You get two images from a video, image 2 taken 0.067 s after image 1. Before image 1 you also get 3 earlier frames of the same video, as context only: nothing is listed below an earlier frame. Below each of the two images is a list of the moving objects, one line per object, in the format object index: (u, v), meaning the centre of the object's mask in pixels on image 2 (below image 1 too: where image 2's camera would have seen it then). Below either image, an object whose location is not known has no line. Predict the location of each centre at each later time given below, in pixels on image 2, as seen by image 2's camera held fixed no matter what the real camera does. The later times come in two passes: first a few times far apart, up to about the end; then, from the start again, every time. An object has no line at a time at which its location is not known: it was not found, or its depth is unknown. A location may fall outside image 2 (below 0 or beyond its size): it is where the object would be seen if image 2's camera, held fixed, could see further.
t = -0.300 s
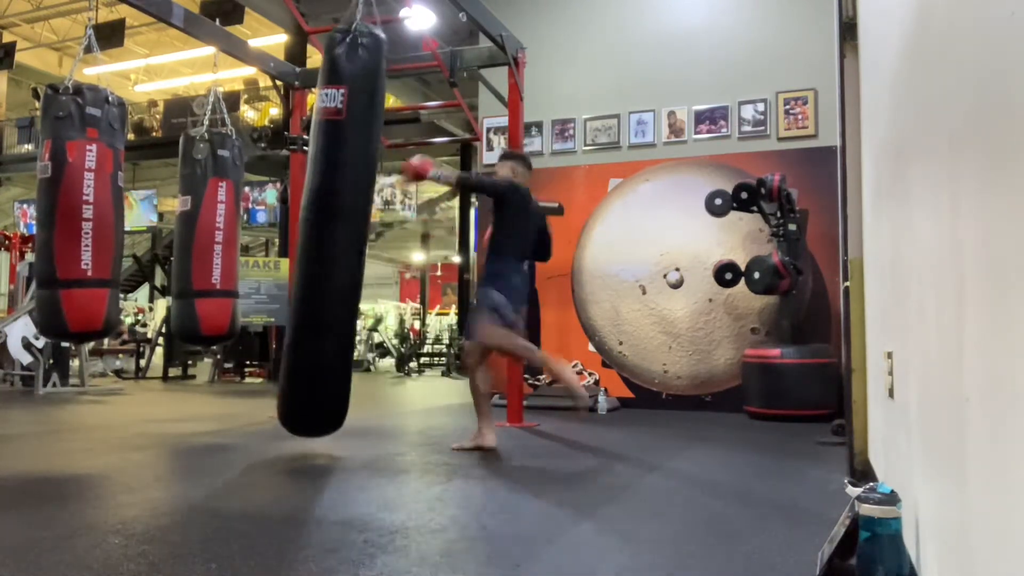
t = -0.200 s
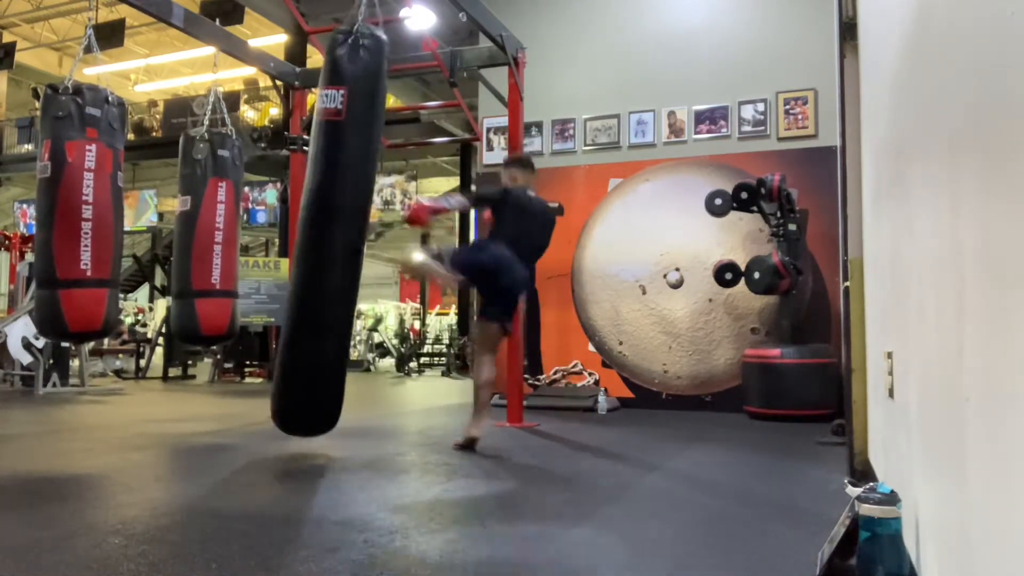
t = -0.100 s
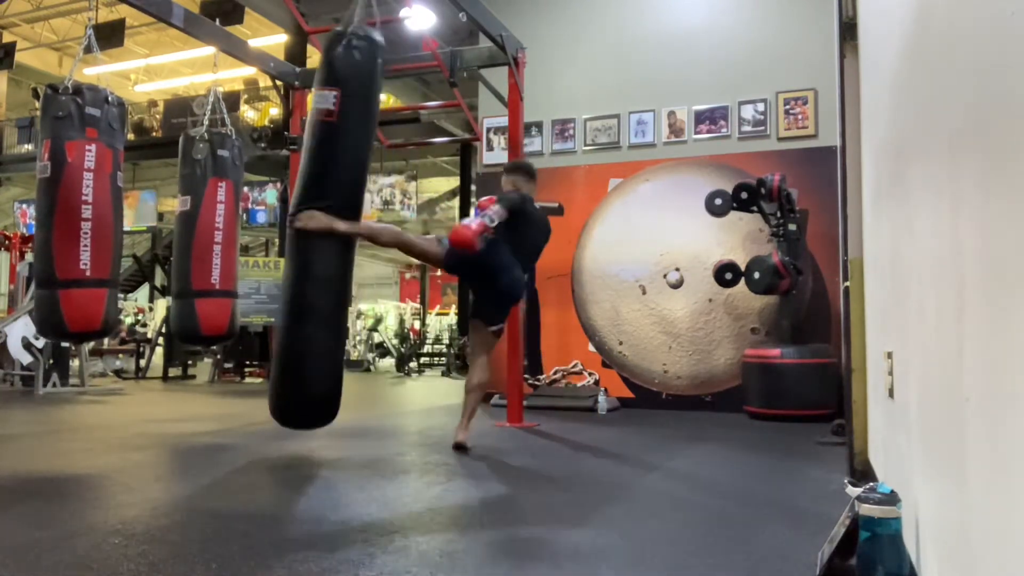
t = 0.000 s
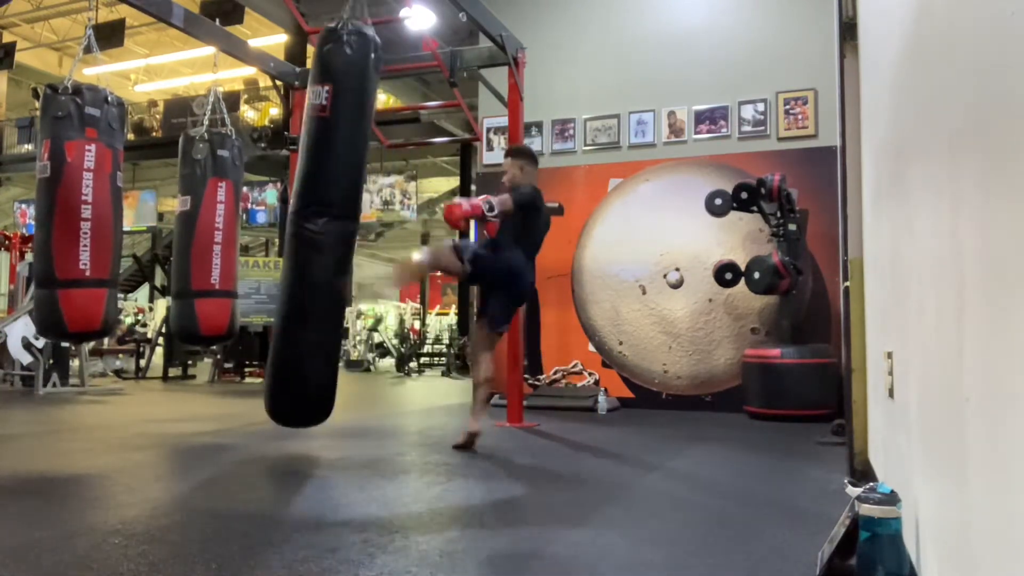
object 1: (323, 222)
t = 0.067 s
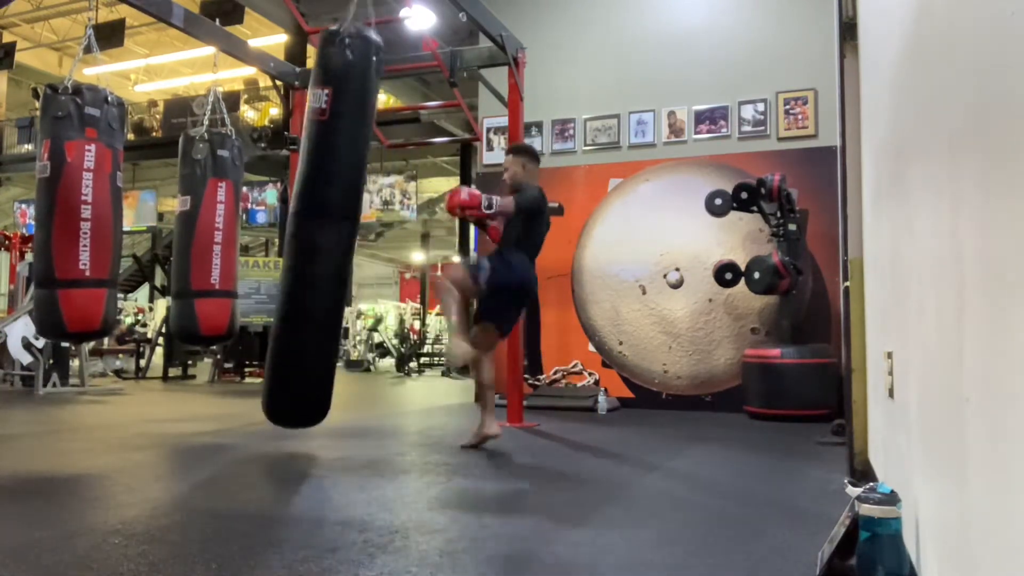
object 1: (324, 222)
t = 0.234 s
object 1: (331, 218)
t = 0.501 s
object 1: (343, 227)
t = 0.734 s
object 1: (367, 230)
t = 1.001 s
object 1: (395, 234)
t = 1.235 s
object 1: (413, 234)
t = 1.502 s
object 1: (414, 233)
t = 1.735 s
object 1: (398, 234)
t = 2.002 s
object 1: (370, 233)
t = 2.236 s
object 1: (346, 230)
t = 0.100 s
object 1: (325, 223)
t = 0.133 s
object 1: (326, 222)
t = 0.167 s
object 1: (328, 219)
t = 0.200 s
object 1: (329, 218)
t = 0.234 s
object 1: (331, 218)
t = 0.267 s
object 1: (331, 218)
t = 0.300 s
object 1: (332, 220)
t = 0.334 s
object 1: (333, 222)
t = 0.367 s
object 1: (333, 224)
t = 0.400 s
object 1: (335, 225)
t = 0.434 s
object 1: (337, 226)
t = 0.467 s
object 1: (340, 226)
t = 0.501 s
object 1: (343, 227)
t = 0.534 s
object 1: (346, 227)
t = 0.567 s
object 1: (350, 228)
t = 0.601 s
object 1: (354, 228)
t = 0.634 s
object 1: (357, 228)
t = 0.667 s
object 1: (361, 228)
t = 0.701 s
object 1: (364, 229)
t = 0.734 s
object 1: (367, 230)
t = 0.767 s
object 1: (370, 232)
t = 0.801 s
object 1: (374, 232)
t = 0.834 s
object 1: (377, 233)
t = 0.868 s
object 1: (381, 233)
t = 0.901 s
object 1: (384, 234)
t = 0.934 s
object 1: (388, 234)
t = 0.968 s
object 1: (392, 234)
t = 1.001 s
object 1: (395, 234)
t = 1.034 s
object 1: (398, 233)
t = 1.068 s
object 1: (400, 233)
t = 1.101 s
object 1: (403, 234)
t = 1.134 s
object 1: (406, 234)
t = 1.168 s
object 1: (408, 234)
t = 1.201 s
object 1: (410, 234)
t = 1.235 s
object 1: (413, 234)
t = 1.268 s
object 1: (414, 234)
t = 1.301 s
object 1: (415, 234)
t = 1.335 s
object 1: (416, 233)
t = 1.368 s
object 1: (416, 233)
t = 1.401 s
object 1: (416, 232)
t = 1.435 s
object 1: (415, 232)
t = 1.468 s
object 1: (415, 232)
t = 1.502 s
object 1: (414, 233)
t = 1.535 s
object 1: (413, 233)
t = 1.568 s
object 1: (411, 234)
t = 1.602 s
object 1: (409, 234)
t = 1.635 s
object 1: (407, 234)
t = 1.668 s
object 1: (404, 234)
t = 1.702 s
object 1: (402, 234)
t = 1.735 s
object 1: (398, 234)
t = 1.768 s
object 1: (395, 234)
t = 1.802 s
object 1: (391, 233)
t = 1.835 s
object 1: (388, 234)
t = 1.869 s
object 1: (384, 234)
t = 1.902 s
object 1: (381, 233)
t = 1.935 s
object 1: (377, 234)
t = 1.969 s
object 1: (374, 233)
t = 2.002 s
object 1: (370, 233)
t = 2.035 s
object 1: (366, 233)
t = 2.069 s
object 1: (362, 234)
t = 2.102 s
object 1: (359, 233)
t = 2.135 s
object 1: (355, 232)
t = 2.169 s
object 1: (352, 231)
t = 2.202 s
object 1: (349, 231)
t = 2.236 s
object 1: (346, 230)
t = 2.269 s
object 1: (343, 230)
